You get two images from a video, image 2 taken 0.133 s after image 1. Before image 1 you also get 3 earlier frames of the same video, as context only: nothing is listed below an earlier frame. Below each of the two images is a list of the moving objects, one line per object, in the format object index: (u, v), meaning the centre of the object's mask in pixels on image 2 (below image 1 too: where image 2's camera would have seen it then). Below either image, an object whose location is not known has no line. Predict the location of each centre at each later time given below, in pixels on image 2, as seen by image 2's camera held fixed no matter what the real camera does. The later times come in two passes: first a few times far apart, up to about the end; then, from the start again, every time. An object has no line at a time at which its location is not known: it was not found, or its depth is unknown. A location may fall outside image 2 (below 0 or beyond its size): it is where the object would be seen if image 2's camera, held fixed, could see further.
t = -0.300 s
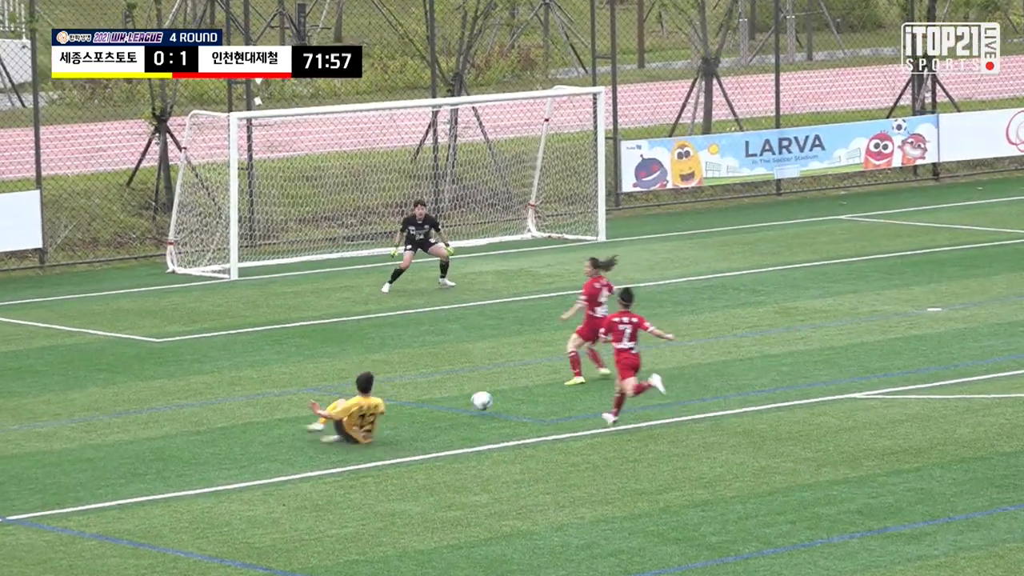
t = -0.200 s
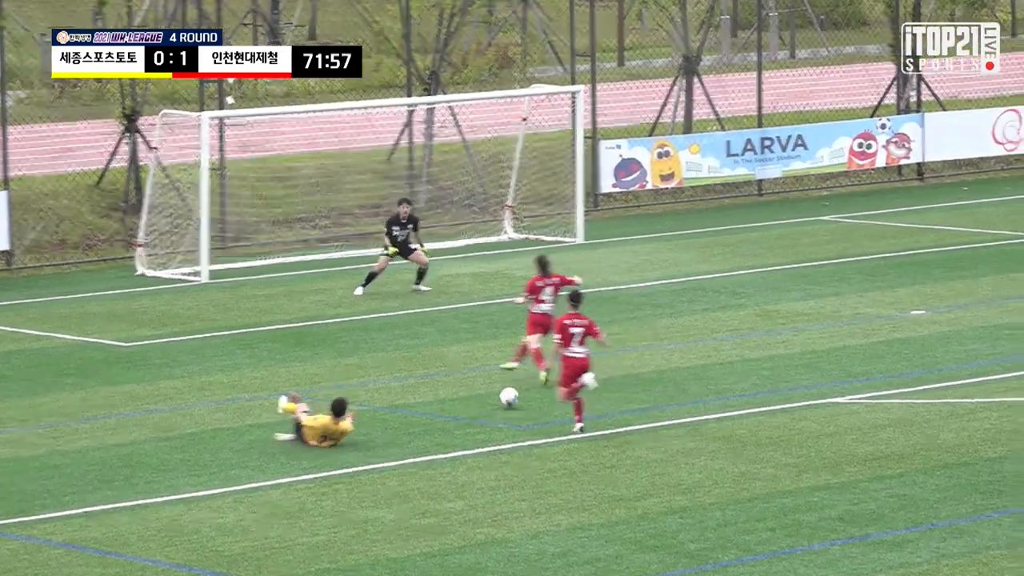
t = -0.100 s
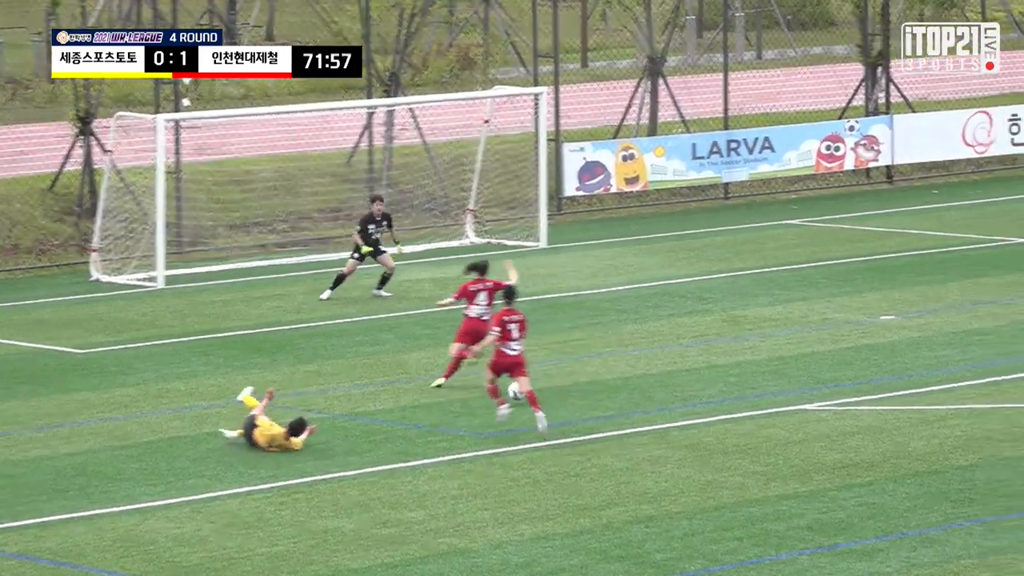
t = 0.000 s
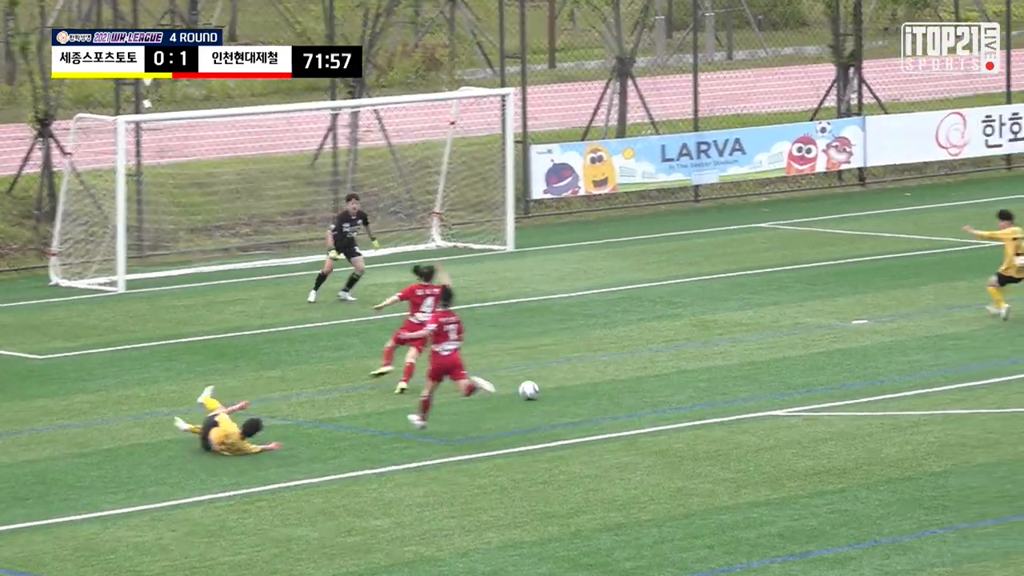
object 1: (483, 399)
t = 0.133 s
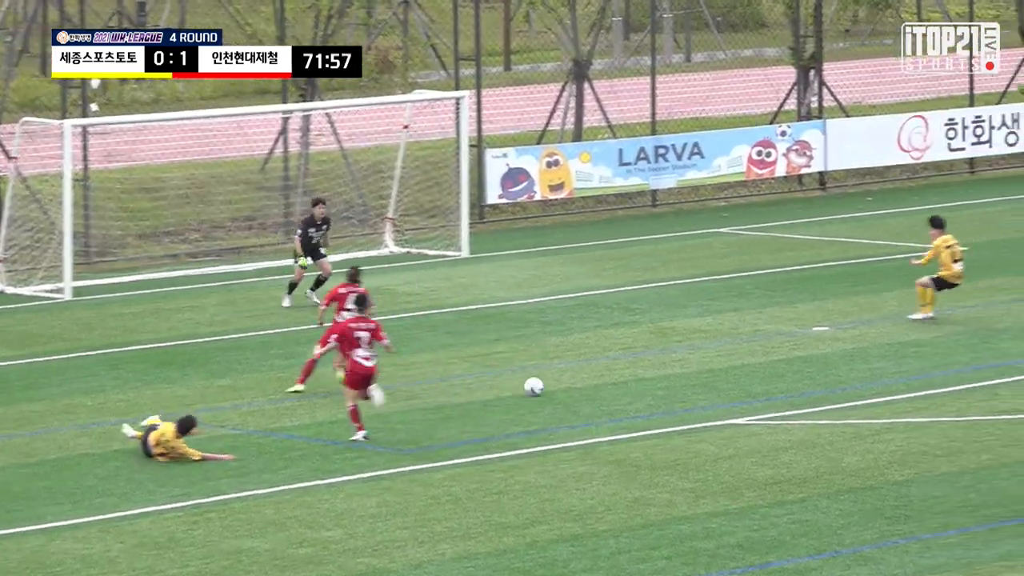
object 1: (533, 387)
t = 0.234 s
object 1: (565, 375)
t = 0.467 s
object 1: (630, 355)
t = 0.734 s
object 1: (694, 340)
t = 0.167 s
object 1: (545, 383)
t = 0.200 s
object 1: (555, 379)
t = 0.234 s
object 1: (565, 375)
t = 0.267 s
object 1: (575, 373)
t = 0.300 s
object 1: (585, 372)
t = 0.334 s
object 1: (595, 371)
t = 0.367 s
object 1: (603, 365)
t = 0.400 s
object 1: (612, 361)
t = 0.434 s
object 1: (621, 357)
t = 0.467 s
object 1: (630, 355)
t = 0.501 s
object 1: (639, 354)
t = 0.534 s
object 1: (647, 354)
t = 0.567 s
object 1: (655, 354)
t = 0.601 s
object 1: (664, 352)
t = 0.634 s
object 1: (671, 347)
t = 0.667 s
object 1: (679, 343)
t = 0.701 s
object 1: (687, 341)
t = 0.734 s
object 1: (694, 340)
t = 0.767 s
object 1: (702, 340)
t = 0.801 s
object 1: (710, 340)
